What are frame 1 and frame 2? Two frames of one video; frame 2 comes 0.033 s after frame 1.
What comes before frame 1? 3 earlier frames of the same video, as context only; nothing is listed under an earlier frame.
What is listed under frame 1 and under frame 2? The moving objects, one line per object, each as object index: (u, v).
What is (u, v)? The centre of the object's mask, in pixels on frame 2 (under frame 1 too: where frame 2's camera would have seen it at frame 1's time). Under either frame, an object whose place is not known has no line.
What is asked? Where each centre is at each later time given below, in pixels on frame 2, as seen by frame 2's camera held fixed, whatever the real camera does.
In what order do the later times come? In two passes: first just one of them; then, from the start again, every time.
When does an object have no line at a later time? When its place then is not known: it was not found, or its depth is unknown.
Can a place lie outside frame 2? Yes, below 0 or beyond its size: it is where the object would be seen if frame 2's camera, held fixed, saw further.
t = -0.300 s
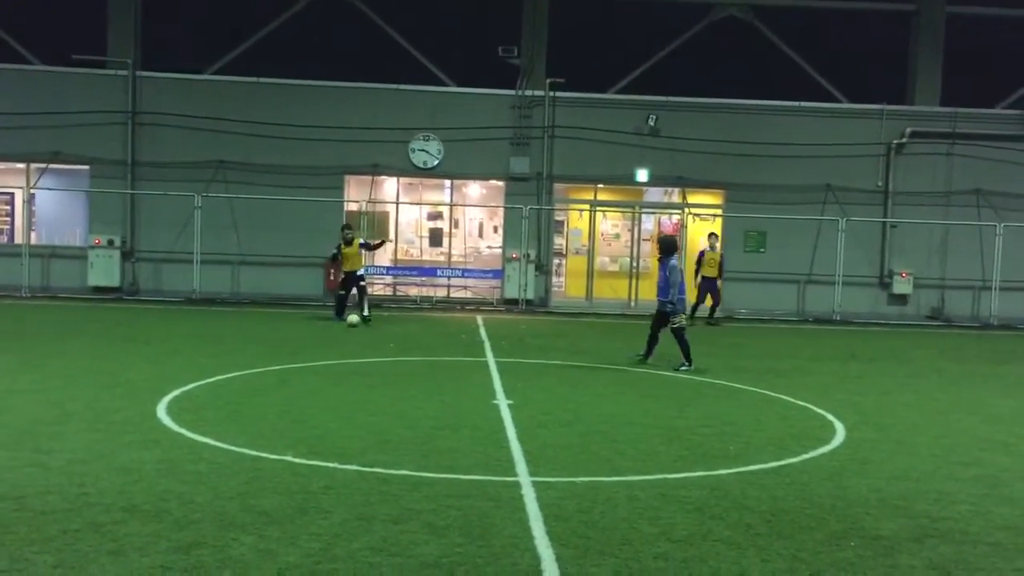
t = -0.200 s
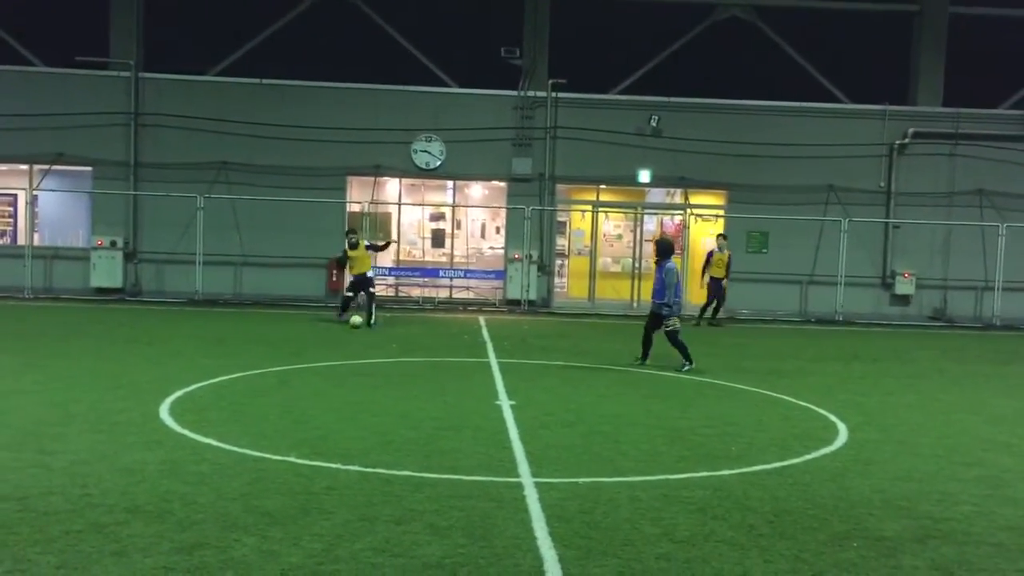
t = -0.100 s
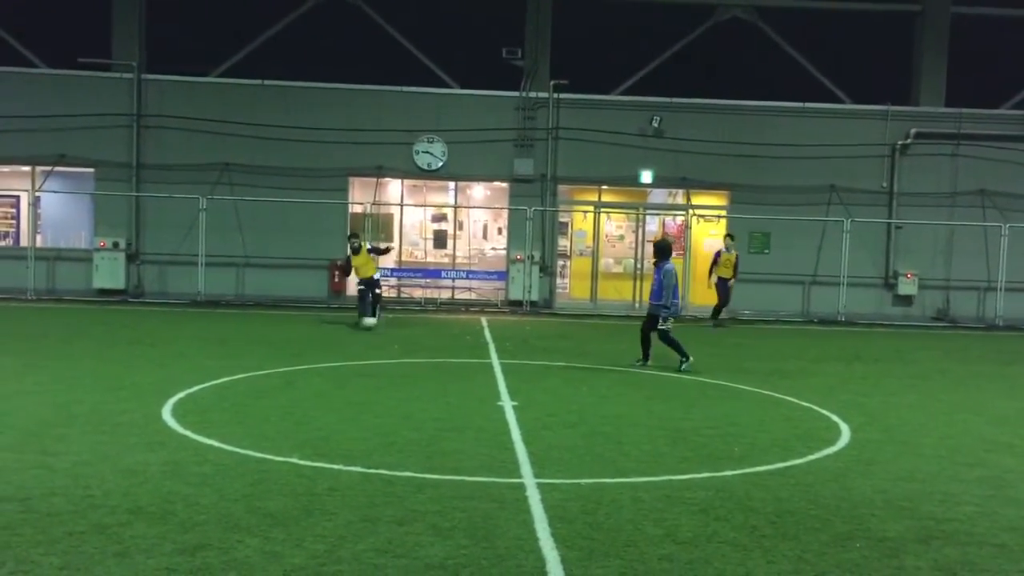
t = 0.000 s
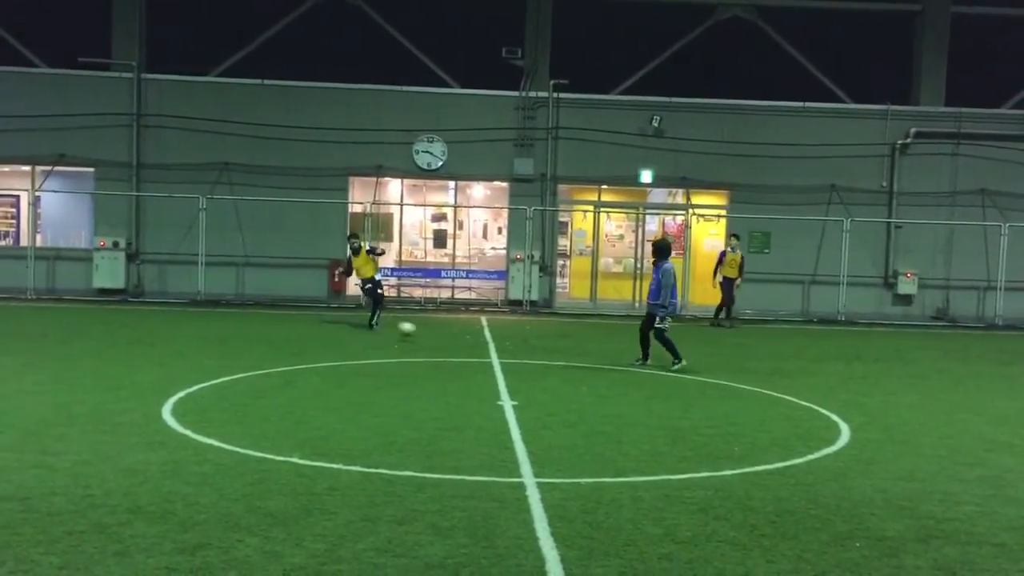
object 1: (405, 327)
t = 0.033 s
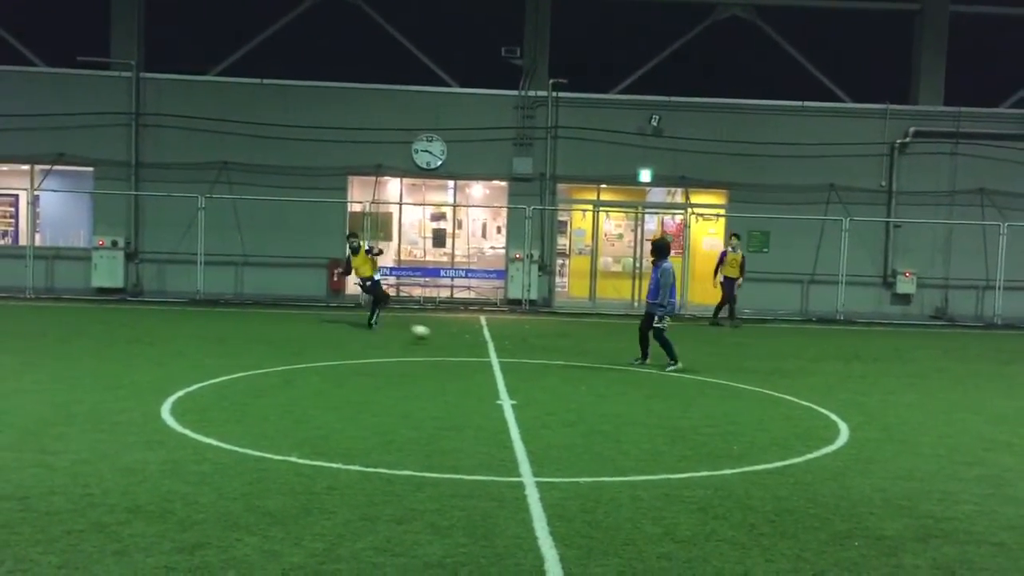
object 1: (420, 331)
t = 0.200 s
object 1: (505, 357)
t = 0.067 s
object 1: (436, 337)
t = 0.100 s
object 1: (452, 342)
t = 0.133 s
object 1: (469, 349)
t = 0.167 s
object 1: (486, 352)
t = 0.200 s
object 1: (505, 357)
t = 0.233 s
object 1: (525, 363)
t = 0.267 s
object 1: (546, 369)
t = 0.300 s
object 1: (567, 375)
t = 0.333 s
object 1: (589, 379)
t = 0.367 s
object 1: (614, 386)
